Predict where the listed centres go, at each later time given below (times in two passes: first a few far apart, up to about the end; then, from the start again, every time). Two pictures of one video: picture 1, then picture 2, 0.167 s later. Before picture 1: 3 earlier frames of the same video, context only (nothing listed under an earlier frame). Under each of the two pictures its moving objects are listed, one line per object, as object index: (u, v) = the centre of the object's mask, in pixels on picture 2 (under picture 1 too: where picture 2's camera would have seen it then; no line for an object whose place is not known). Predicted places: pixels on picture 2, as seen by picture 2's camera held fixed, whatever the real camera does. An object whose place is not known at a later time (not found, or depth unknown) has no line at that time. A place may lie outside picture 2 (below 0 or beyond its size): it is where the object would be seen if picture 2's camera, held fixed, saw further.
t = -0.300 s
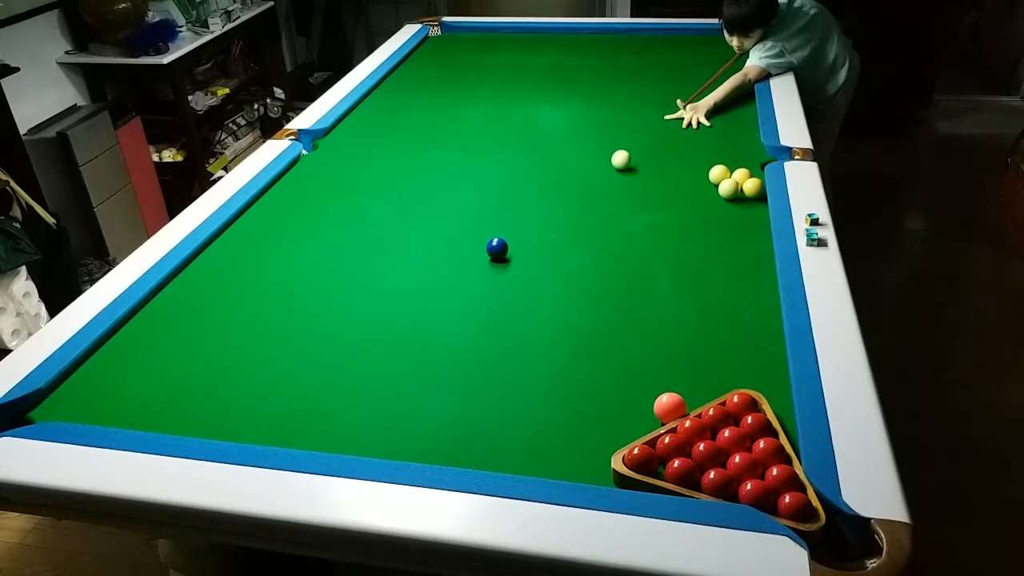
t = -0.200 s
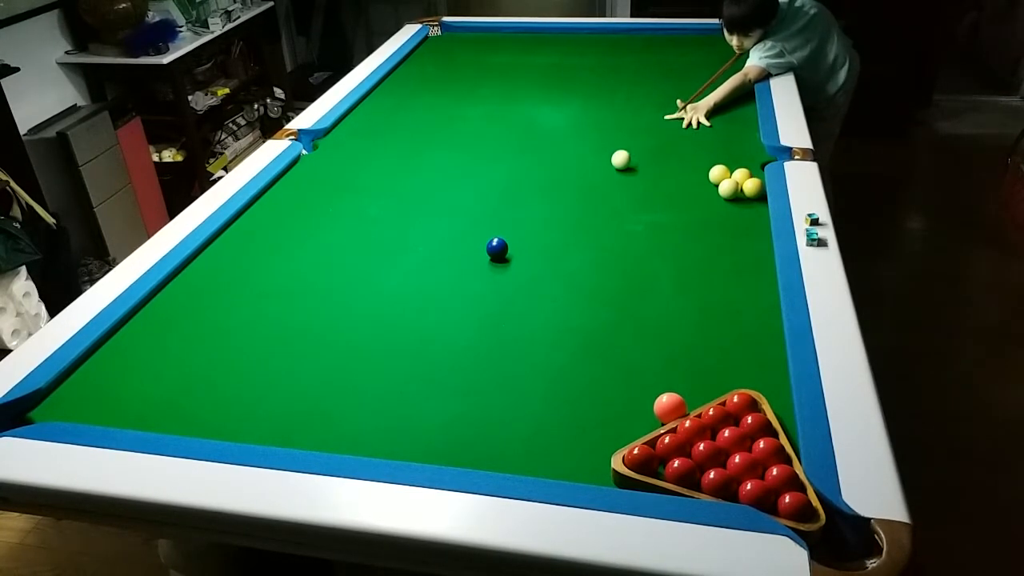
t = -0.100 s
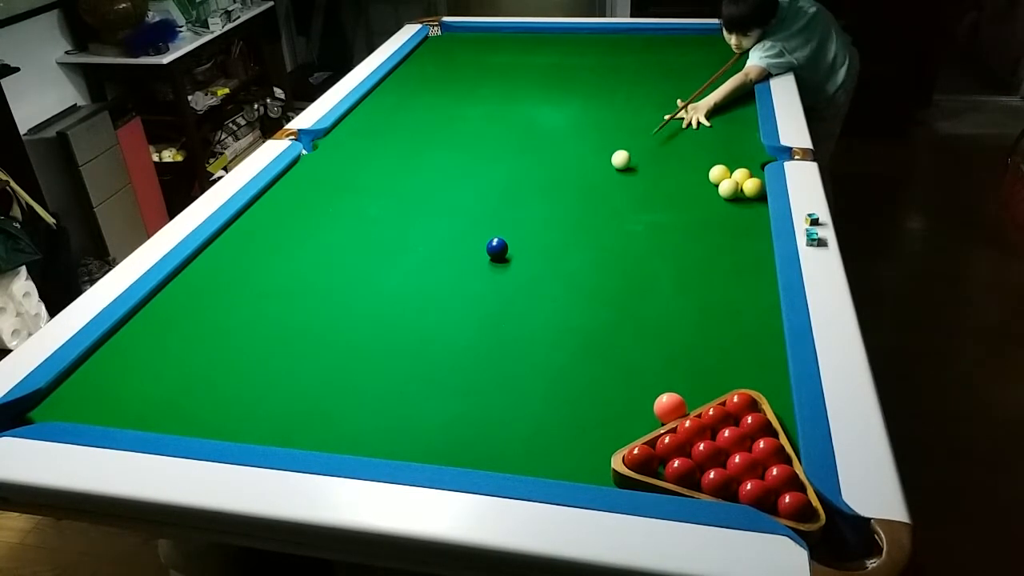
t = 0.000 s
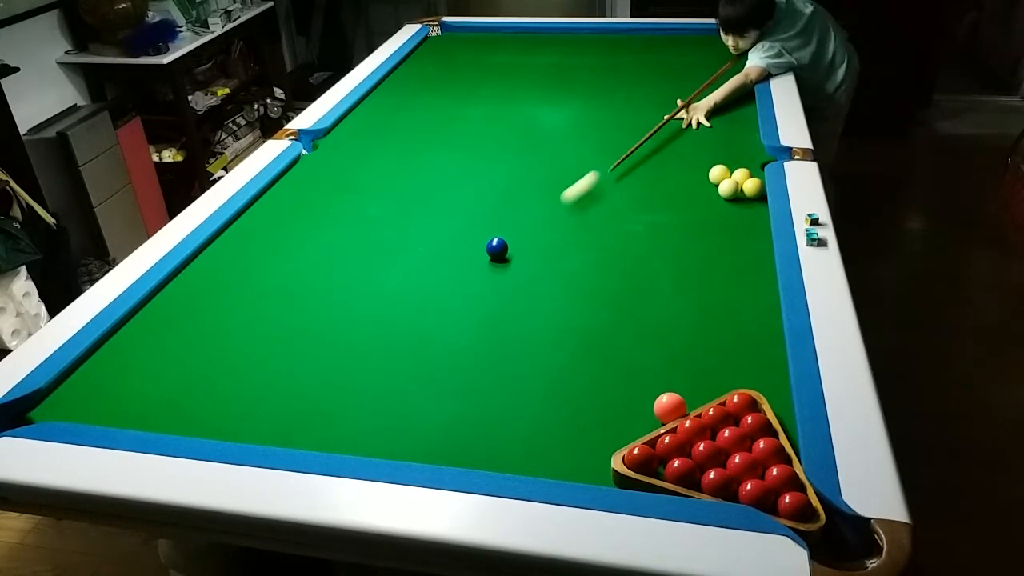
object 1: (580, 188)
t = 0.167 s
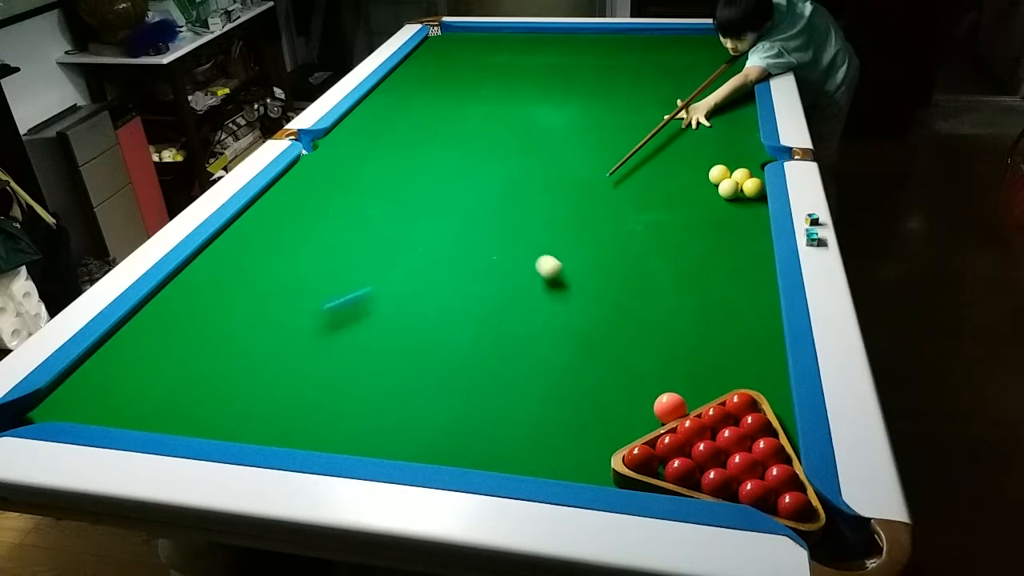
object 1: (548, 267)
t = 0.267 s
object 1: (576, 300)
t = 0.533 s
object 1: (633, 408)
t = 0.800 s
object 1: (578, 456)
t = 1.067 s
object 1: (532, 459)
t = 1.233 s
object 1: (518, 443)
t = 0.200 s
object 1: (558, 277)
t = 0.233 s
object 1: (568, 288)
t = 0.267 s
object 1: (576, 300)
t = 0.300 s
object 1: (584, 312)
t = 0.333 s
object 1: (593, 325)
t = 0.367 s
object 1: (602, 339)
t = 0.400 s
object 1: (612, 353)
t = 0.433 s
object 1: (624, 370)
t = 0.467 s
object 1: (635, 387)
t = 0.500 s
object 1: (639, 399)
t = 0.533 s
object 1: (633, 408)
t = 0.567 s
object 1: (629, 418)
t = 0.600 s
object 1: (625, 428)
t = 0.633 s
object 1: (618, 434)
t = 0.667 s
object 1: (610, 439)
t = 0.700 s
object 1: (602, 443)
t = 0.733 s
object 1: (594, 447)
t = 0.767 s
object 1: (586, 452)
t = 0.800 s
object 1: (578, 456)
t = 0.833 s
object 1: (570, 461)
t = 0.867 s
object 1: (562, 464)
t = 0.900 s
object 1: (553, 466)
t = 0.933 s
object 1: (546, 467)
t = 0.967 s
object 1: (542, 466)
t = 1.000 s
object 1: (539, 464)
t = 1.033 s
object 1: (536, 461)
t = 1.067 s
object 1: (532, 459)
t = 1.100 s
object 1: (529, 456)
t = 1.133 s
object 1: (526, 452)
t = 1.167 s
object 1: (523, 449)
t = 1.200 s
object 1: (520, 446)
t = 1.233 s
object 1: (518, 443)
